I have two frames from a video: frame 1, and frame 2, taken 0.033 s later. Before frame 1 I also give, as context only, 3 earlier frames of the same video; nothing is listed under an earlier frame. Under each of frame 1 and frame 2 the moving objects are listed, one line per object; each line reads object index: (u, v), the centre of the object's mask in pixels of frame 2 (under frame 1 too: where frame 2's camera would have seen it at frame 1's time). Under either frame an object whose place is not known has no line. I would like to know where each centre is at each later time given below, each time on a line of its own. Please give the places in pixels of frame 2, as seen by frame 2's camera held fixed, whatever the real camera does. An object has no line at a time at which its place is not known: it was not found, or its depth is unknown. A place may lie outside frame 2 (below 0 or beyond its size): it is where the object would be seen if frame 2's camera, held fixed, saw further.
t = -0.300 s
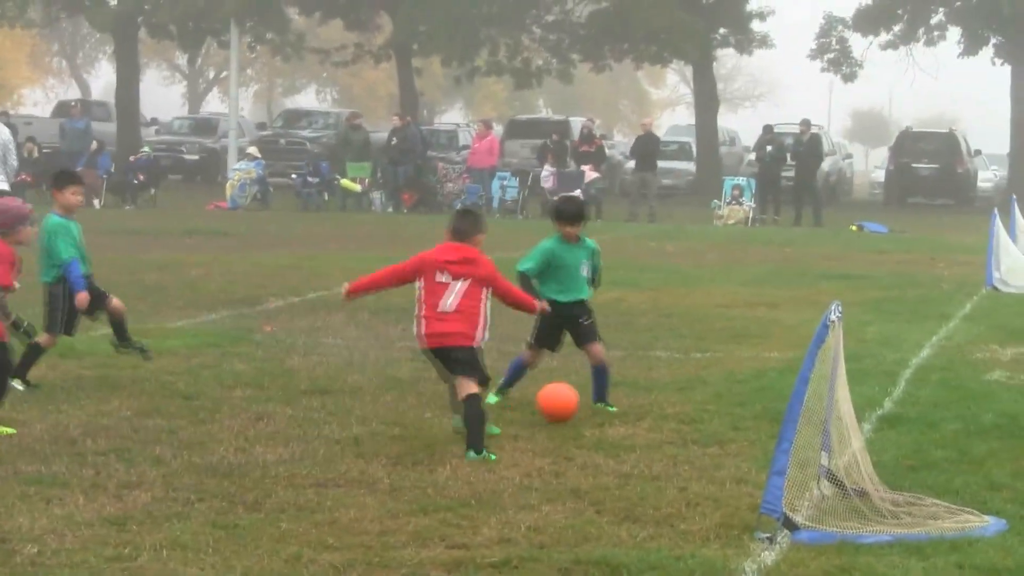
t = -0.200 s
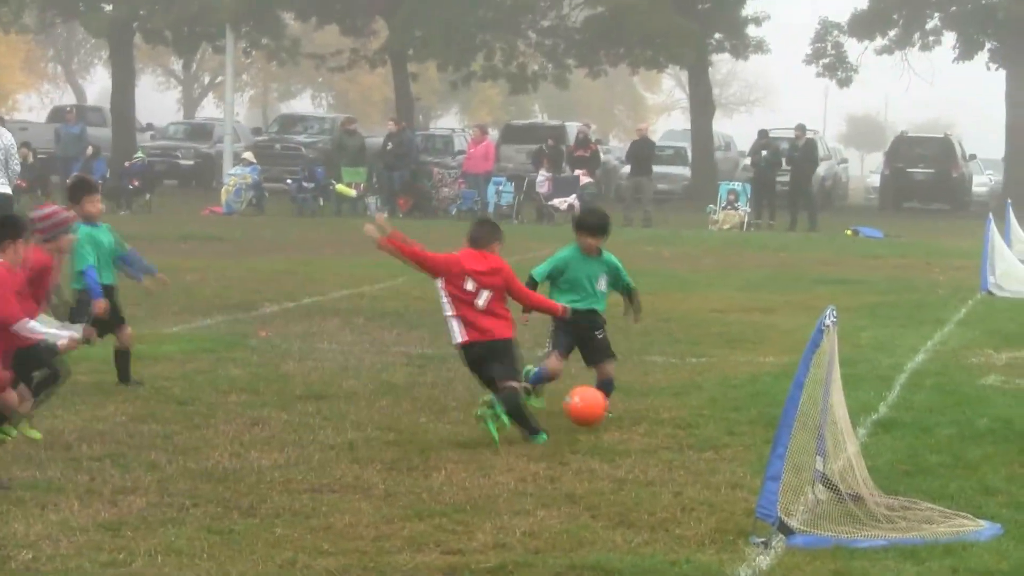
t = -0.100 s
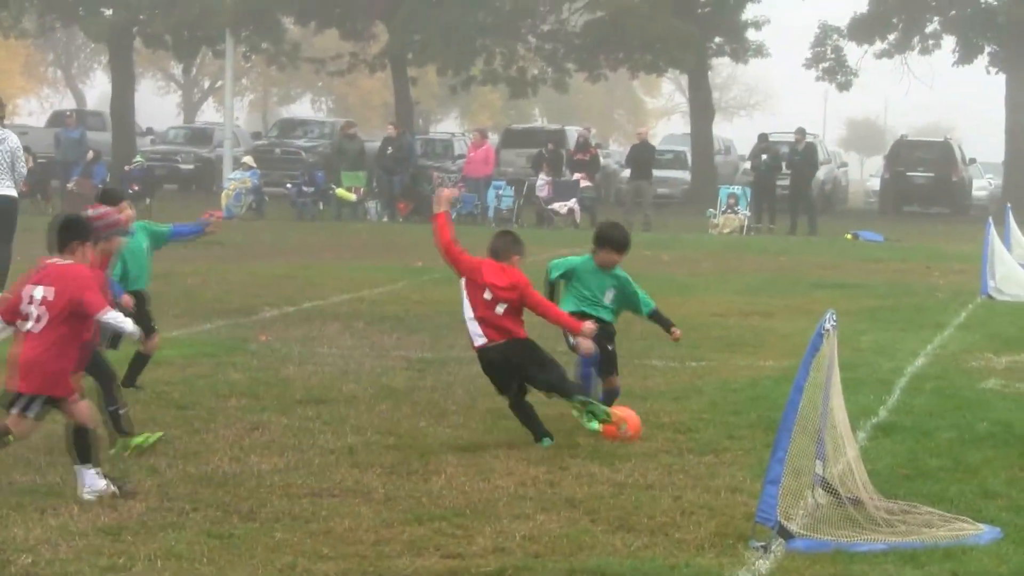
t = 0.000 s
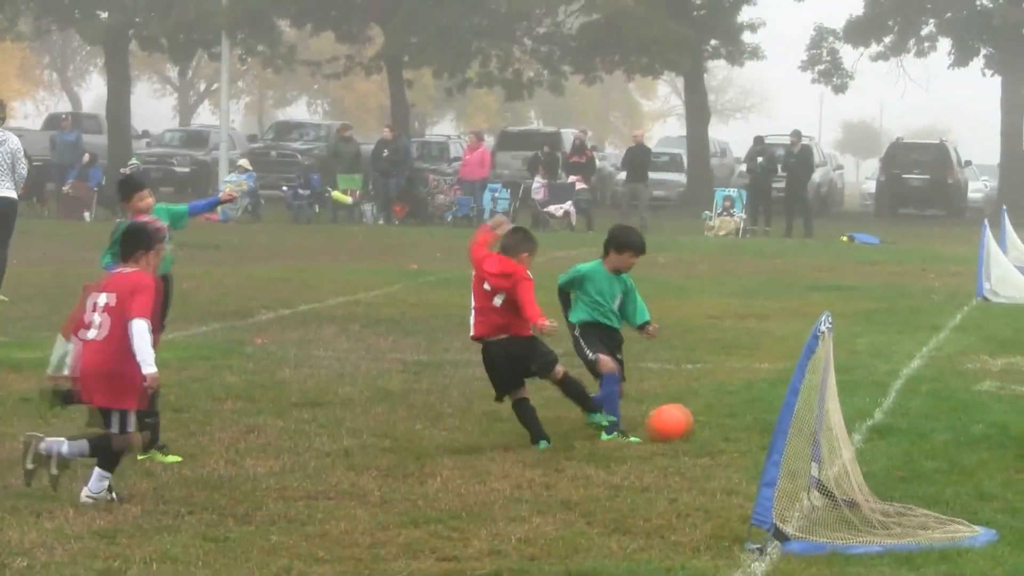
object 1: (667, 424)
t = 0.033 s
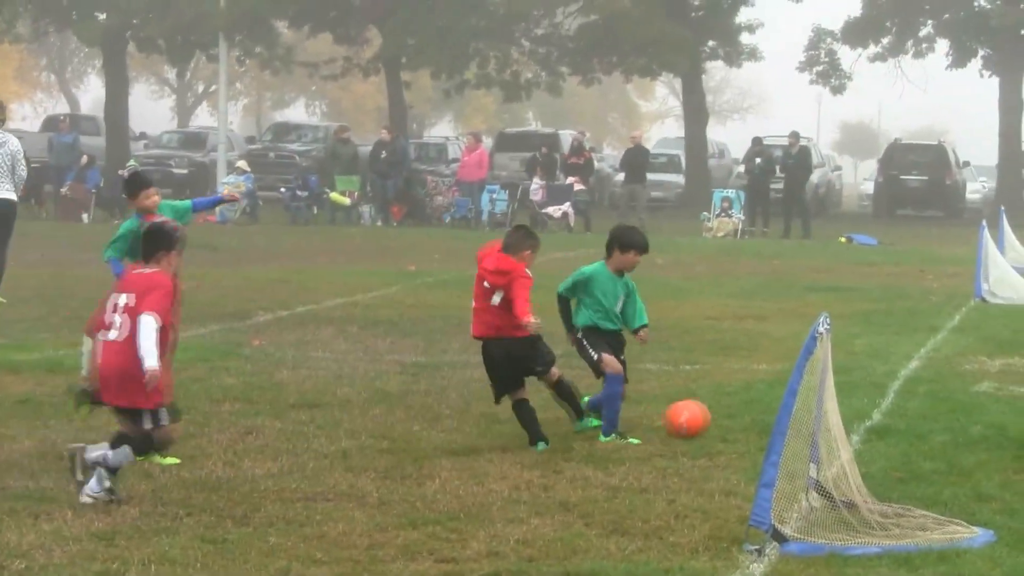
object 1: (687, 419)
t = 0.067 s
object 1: (705, 416)
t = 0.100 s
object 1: (722, 414)
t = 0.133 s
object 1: (738, 414)
